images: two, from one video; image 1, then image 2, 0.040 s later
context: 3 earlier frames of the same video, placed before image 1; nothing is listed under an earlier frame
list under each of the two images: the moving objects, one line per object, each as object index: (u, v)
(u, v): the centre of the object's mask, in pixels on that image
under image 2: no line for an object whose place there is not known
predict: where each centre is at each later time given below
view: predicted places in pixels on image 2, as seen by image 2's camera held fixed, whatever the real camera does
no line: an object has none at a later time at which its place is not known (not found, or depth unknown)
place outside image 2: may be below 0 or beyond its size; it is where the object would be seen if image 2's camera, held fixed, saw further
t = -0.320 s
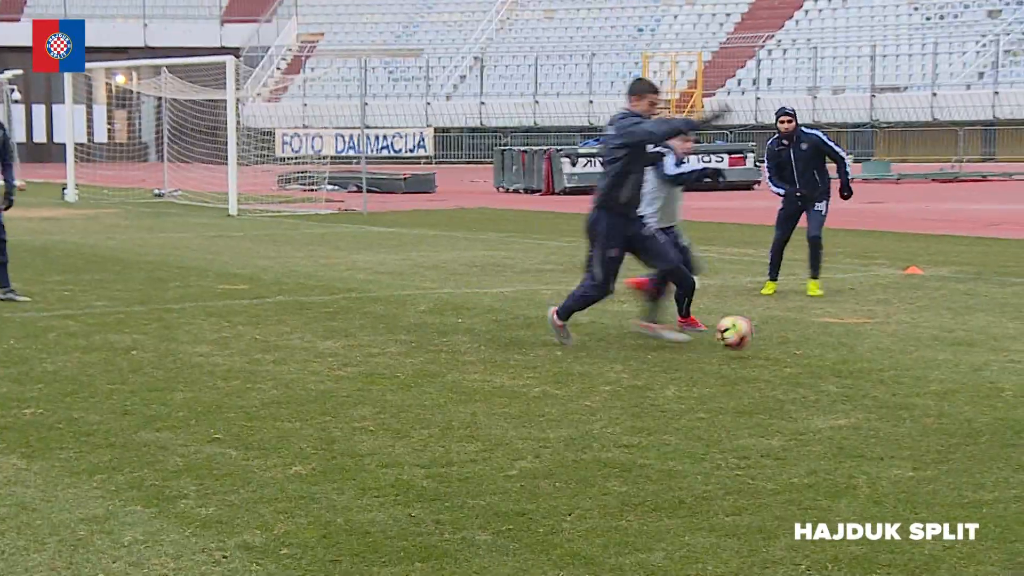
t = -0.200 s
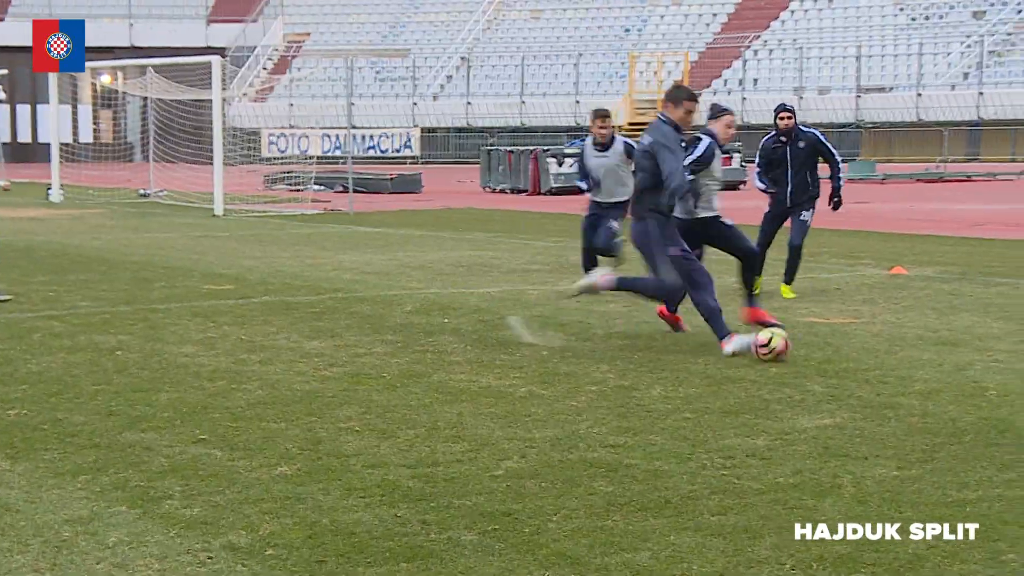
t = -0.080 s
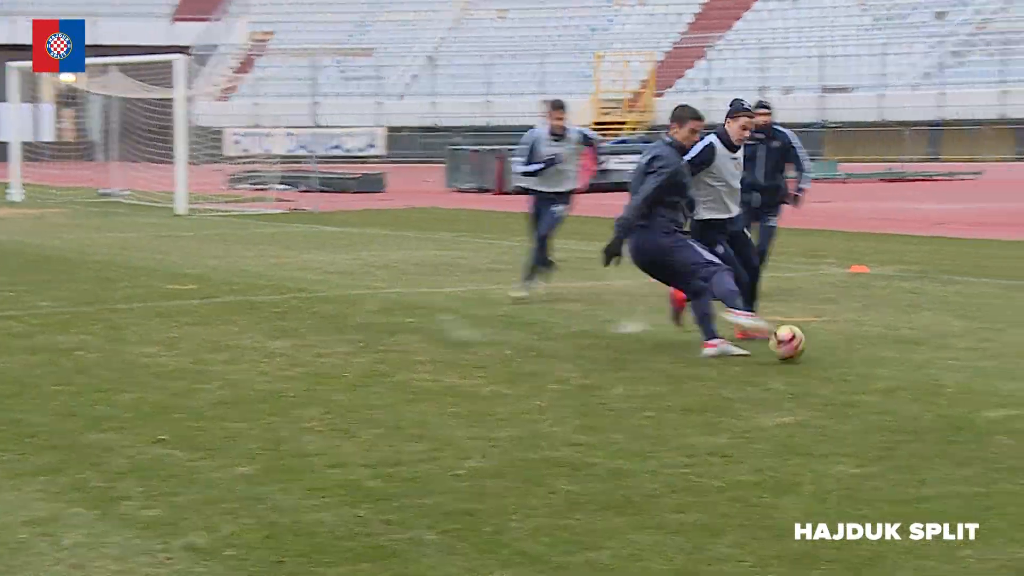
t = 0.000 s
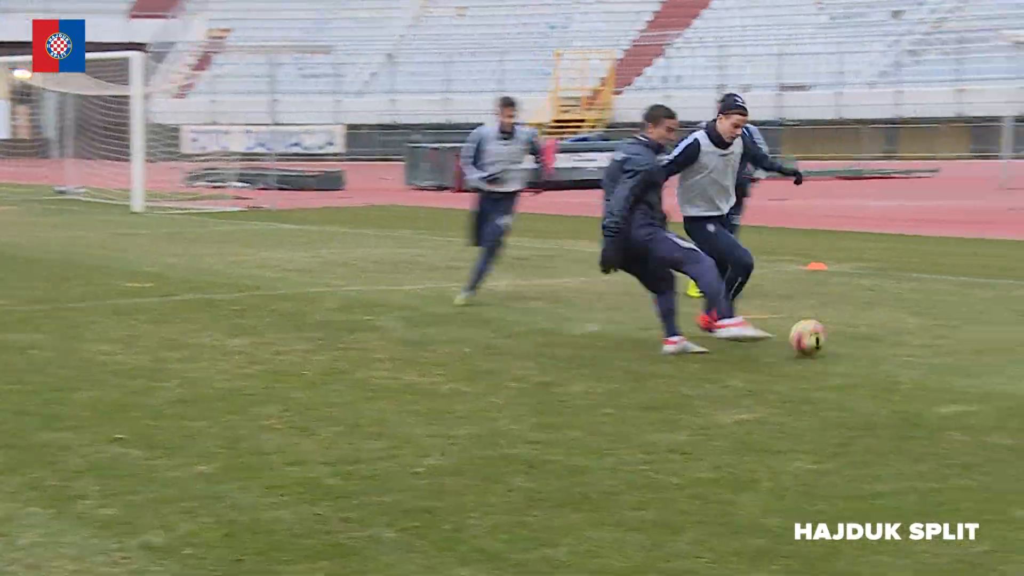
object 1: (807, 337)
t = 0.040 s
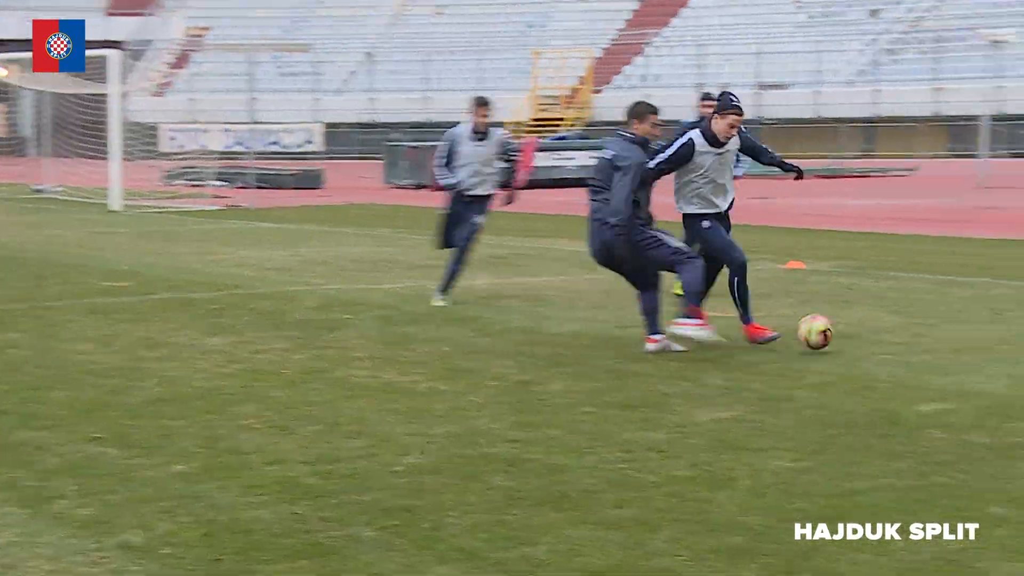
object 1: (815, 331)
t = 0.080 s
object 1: (845, 330)
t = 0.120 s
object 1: (873, 331)
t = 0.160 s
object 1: (900, 334)
